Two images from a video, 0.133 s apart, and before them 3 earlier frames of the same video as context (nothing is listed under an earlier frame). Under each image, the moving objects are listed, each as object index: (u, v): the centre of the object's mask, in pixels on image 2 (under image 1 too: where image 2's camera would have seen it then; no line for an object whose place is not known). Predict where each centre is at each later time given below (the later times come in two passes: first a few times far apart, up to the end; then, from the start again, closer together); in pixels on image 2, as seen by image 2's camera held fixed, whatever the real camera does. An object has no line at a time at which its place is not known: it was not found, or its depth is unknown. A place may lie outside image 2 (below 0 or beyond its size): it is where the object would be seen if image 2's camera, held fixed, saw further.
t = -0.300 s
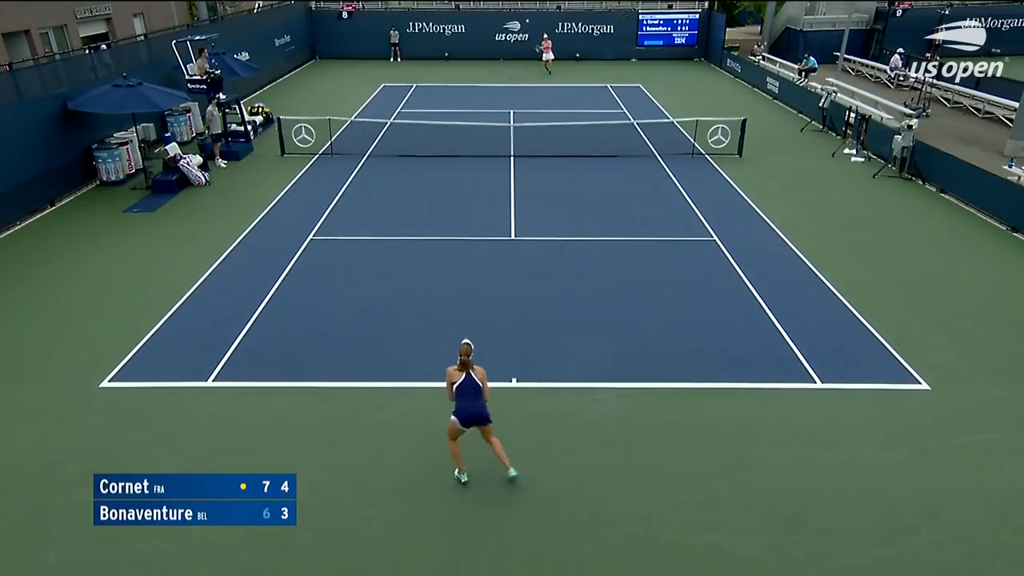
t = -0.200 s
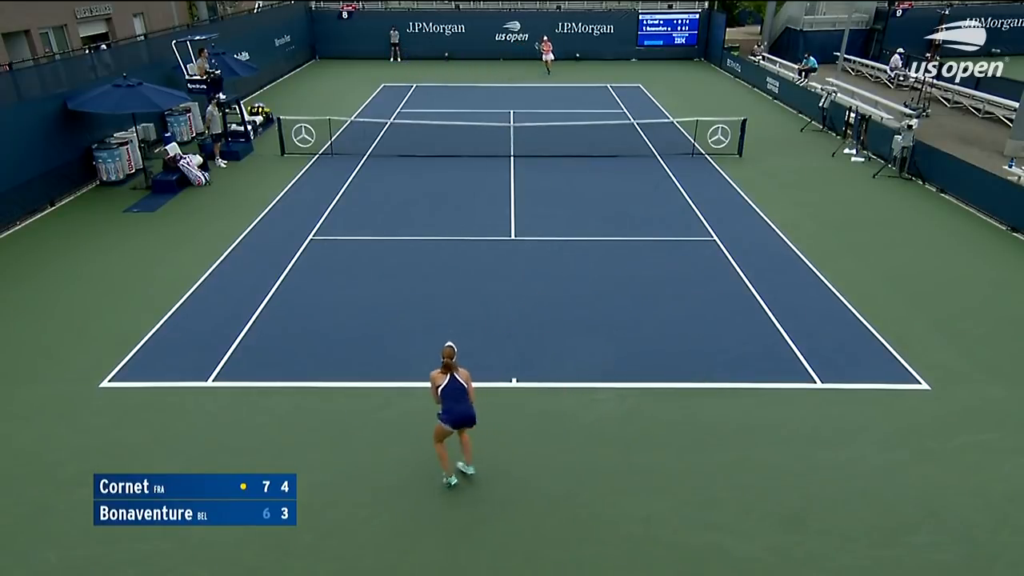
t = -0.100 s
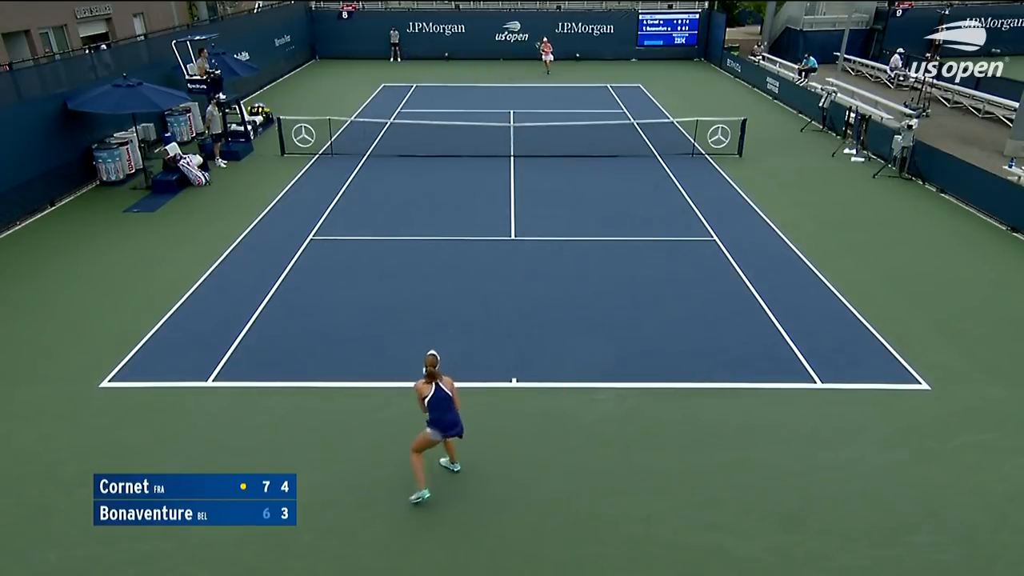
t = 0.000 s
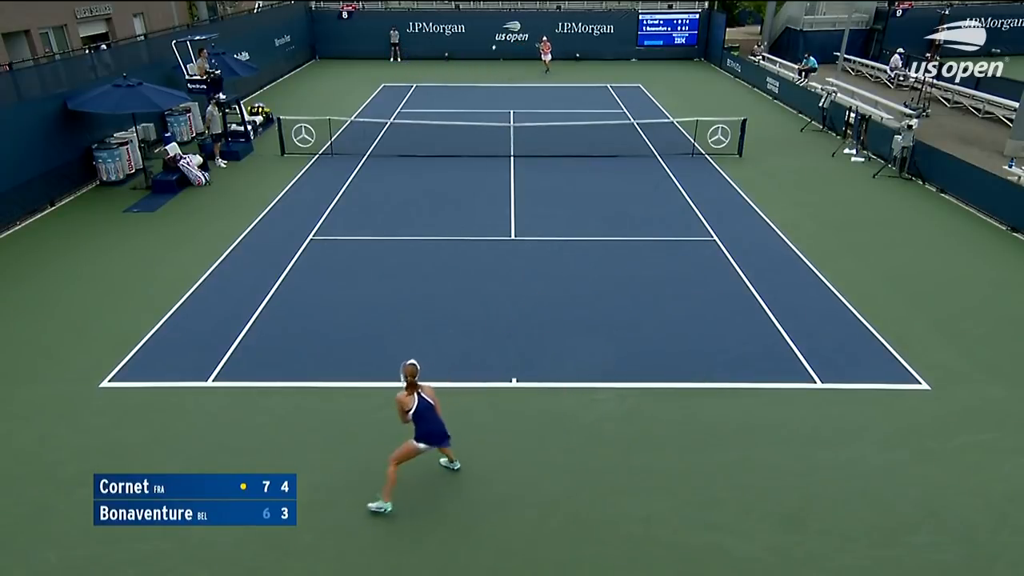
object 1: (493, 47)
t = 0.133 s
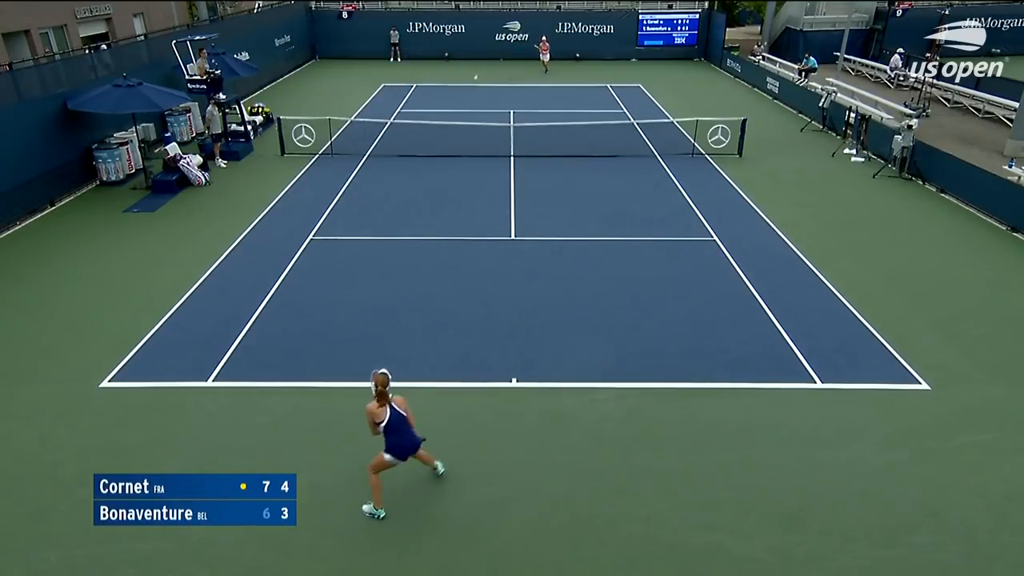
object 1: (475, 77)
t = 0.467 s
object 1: (420, 225)
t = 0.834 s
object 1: (337, 276)
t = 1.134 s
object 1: (229, 340)
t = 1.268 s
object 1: (162, 416)
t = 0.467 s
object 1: (420, 225)
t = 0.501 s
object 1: (414, 246)
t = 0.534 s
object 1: (407, 269)
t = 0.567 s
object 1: (401, 291)
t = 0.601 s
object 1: (394, 287)
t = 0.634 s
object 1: (387, 283)
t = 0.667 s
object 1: (380, 281)
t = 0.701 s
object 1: (372, 278)
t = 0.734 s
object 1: (364, 277)
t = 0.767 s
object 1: (356, 276)
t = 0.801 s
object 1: (347, 276)
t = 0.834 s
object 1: (337, 276)
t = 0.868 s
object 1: (328, 278)
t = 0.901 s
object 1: (317, 281)
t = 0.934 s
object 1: (306, 286)
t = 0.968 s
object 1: (295, 290)
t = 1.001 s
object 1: (283, 297)
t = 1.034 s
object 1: (270, 305)
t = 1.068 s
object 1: (257, 315)
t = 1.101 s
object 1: (243, 327)
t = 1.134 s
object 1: (229, 340)
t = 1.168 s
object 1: (213, 356)
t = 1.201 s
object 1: (197, 373)
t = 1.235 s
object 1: (180, 393)
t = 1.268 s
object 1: (162, 416)
